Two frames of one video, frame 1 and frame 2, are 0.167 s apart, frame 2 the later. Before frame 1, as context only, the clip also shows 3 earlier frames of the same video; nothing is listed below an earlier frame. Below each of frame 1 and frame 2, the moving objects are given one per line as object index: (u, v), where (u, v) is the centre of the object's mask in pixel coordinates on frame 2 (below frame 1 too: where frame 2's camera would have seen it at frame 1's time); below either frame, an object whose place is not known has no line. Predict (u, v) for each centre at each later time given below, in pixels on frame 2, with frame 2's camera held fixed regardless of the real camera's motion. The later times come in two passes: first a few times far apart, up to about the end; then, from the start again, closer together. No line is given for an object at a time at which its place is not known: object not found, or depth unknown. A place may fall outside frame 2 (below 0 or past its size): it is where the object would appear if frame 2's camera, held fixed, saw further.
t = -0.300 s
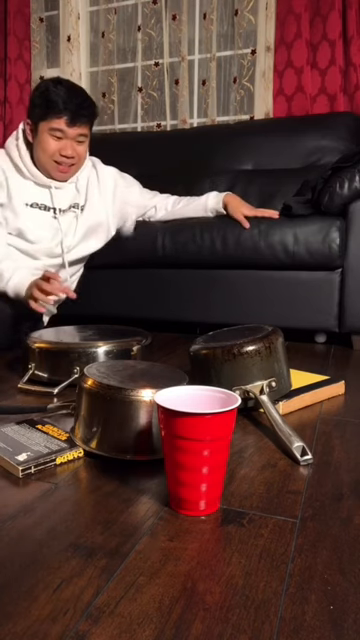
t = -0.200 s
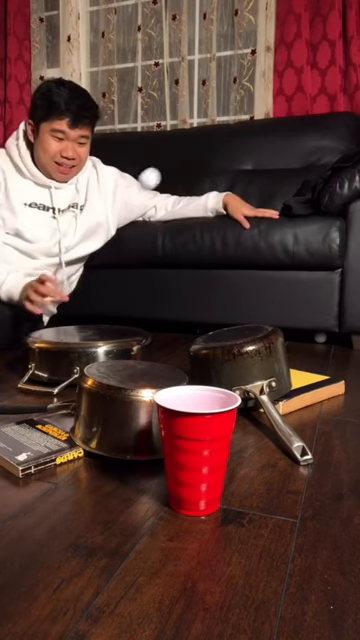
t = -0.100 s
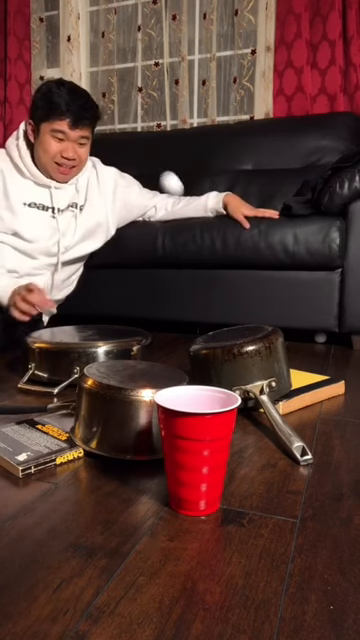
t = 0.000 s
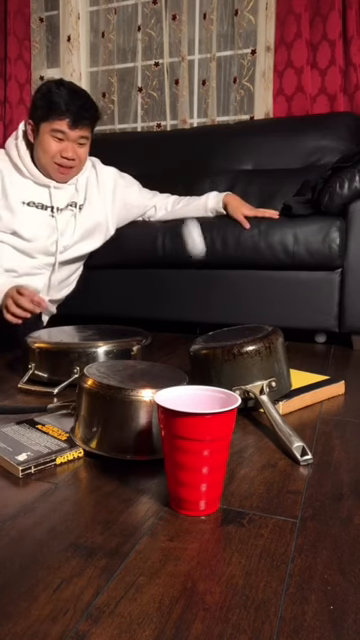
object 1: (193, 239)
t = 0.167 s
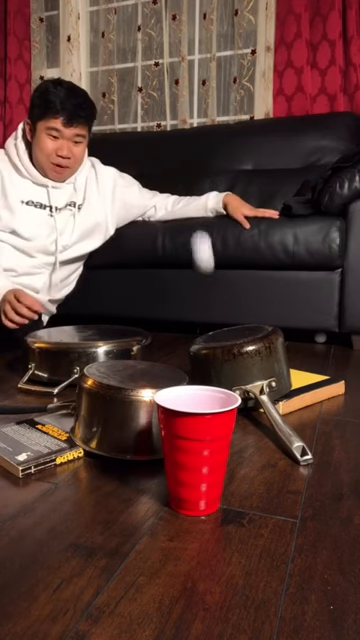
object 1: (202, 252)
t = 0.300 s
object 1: (183, 189)
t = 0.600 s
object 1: (147, 292)
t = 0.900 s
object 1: (194, 281)
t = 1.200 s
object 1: (249, 360)
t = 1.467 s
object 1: (292, 342)
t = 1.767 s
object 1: (344, 380)
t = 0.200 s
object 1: (198, 231)
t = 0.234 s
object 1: (194, 210)
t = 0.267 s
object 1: (188, 194)
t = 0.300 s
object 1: (183, 189)
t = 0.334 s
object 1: (179, 189)
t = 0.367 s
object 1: (173, 195)
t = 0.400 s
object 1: (166, 212)
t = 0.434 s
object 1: (161, 236)
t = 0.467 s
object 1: (154, 260)
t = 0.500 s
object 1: (148, 296)
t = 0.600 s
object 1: (147, 292)
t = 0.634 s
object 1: (152, 262)
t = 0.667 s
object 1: (157, 239)
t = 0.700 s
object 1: (162, 223)
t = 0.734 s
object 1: (167, 210)
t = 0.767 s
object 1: (173, 208)
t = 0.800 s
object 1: (179, 214)
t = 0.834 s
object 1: (184, 229)
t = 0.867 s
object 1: (189, 250)
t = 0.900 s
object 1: (194, 281)
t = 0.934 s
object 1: (200, 322)
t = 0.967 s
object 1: (205, 358)
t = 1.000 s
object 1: (212, 343)
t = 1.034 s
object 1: (219, 324)
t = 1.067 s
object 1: (226, 315)
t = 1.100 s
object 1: (232, 315)
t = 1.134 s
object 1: (238, 321)
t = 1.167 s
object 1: (244, 337)
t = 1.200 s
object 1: (249, 360)
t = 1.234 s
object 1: (254, 390)
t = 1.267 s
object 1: (258, 432)
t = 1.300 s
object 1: (263, 443)
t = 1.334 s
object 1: (270, 409)
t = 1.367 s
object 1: (277, 377)
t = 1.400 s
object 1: (282, 358)
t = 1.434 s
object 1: (287, 347)
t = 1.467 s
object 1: (292, 342)
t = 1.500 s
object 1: (297, 346)
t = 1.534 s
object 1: (302, 355)
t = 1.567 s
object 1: (306, 373)
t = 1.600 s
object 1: (312, 408)
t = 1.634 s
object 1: (315, 438)
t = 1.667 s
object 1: (319, 449)
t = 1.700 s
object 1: (327, 421)
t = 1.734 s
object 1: (336, 396)
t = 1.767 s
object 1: (344, 380)
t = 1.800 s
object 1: (347, 373)
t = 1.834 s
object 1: (350, 374)
